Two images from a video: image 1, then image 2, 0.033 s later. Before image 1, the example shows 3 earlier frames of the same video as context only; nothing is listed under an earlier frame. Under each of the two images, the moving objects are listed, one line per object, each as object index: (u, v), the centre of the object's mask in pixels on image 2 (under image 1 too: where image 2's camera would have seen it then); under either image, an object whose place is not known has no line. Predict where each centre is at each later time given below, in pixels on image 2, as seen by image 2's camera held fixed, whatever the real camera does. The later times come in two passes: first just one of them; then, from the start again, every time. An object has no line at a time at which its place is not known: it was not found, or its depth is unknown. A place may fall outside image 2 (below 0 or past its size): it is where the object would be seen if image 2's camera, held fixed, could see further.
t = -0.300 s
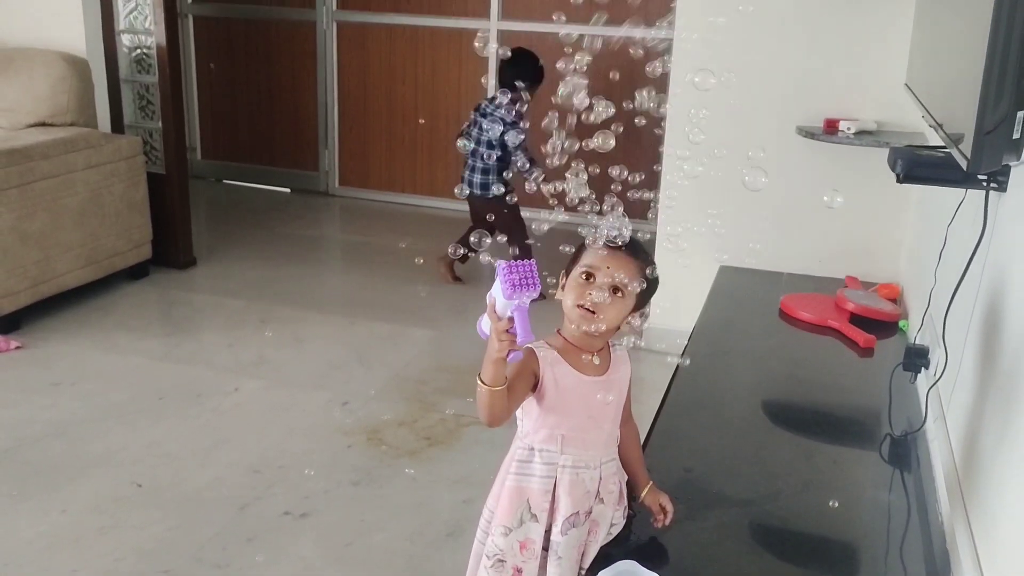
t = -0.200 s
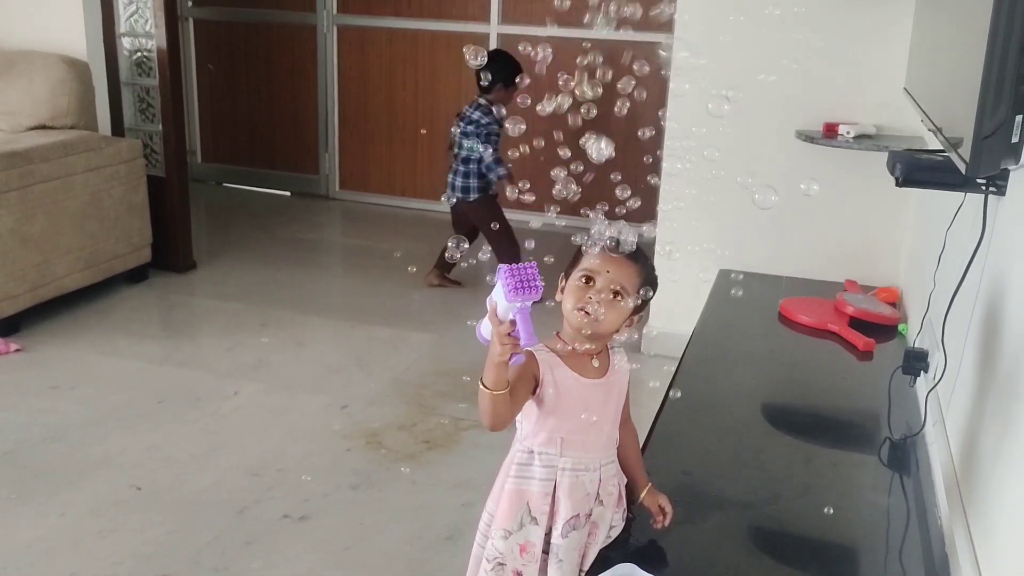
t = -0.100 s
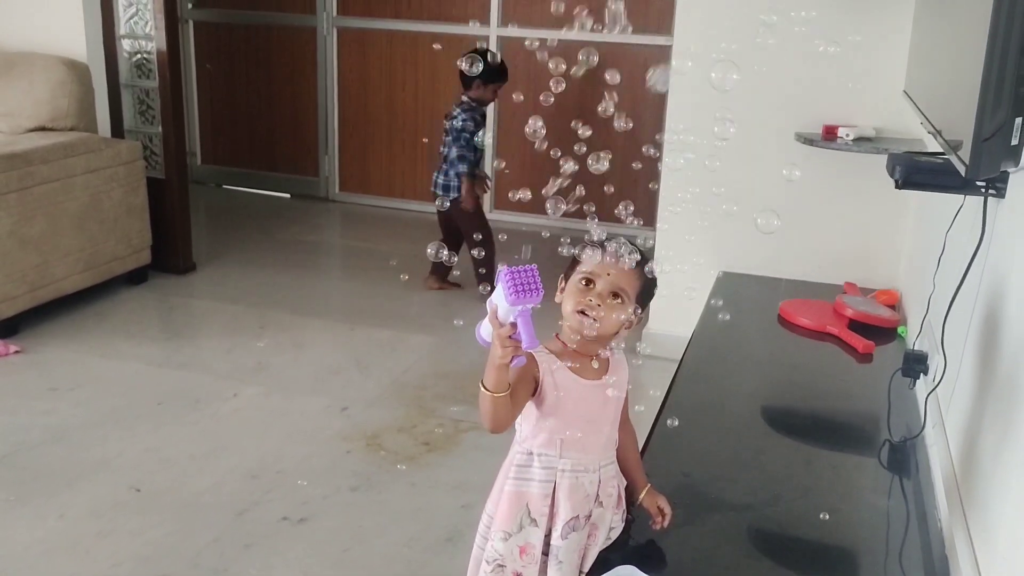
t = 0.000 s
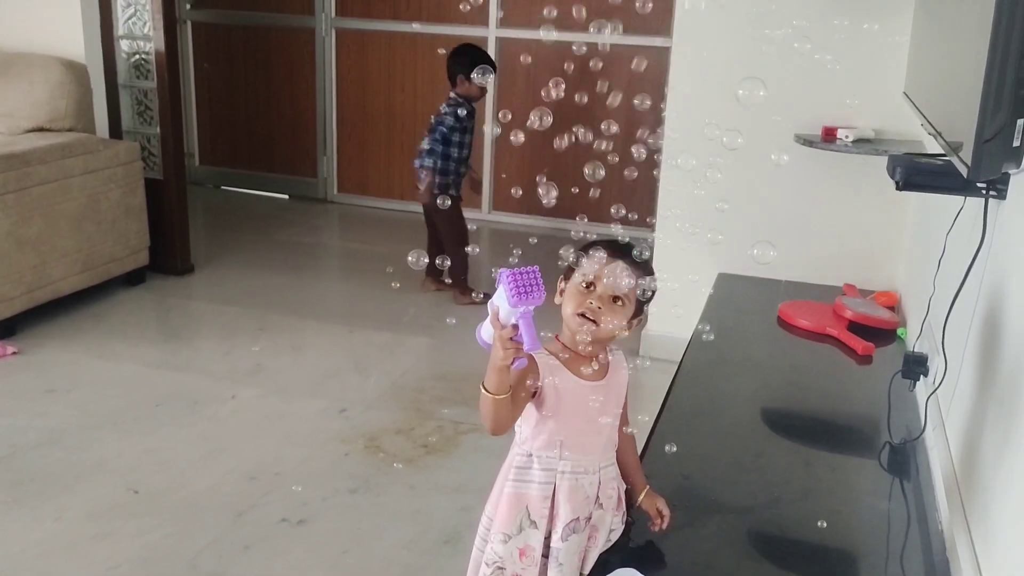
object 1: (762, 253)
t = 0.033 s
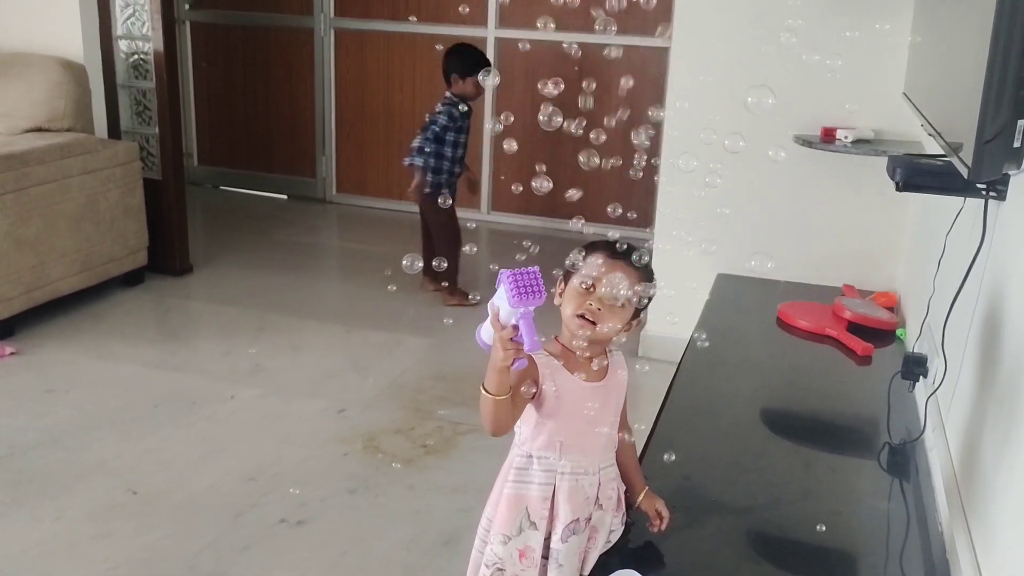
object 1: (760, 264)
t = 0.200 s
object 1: (753, 323)
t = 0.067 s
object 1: (758, 275)
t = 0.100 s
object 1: (757, 288)
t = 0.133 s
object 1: (755, 299)
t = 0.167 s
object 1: (754, 311)
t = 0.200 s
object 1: (753, 323)
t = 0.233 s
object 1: (752, 335)
